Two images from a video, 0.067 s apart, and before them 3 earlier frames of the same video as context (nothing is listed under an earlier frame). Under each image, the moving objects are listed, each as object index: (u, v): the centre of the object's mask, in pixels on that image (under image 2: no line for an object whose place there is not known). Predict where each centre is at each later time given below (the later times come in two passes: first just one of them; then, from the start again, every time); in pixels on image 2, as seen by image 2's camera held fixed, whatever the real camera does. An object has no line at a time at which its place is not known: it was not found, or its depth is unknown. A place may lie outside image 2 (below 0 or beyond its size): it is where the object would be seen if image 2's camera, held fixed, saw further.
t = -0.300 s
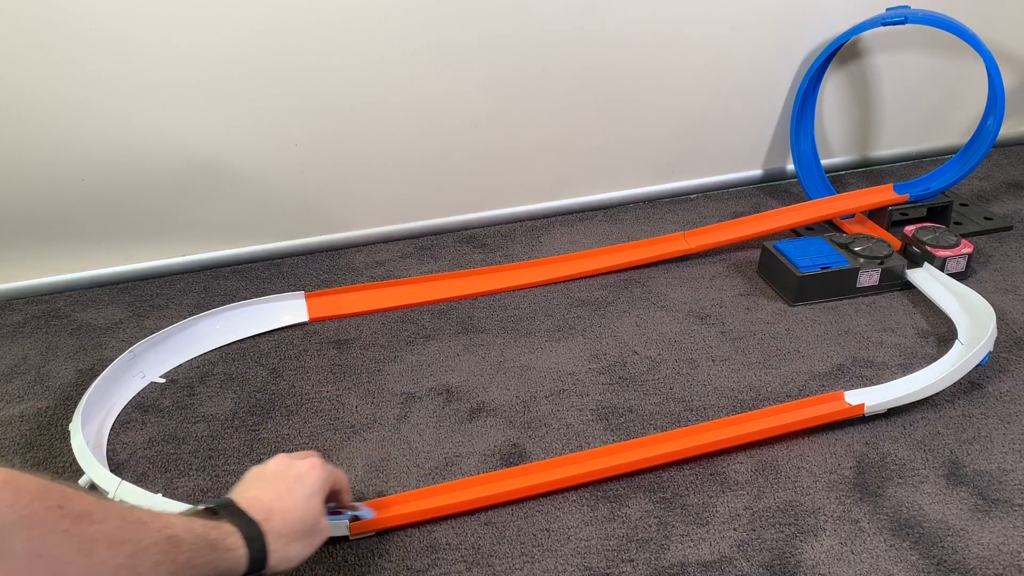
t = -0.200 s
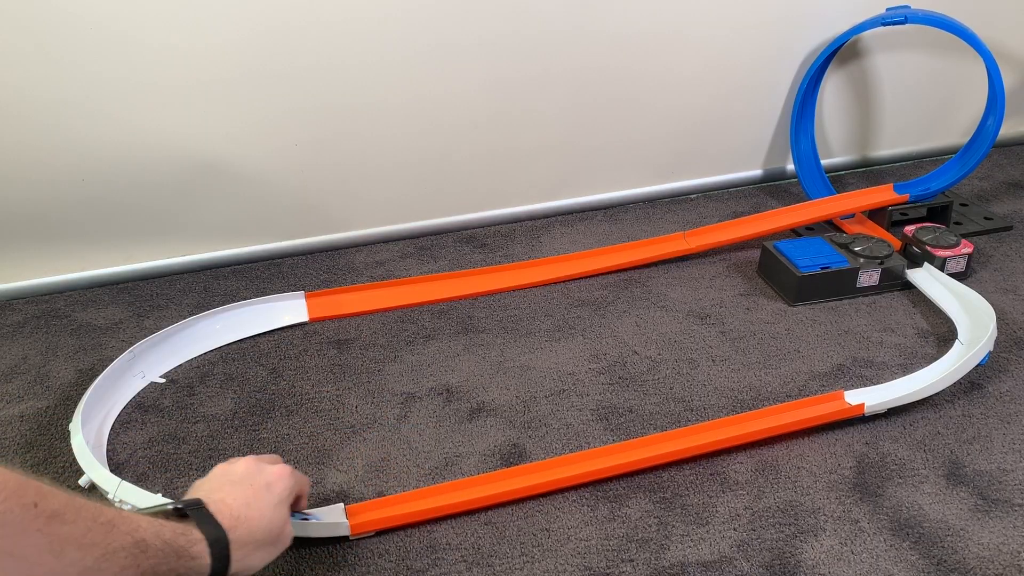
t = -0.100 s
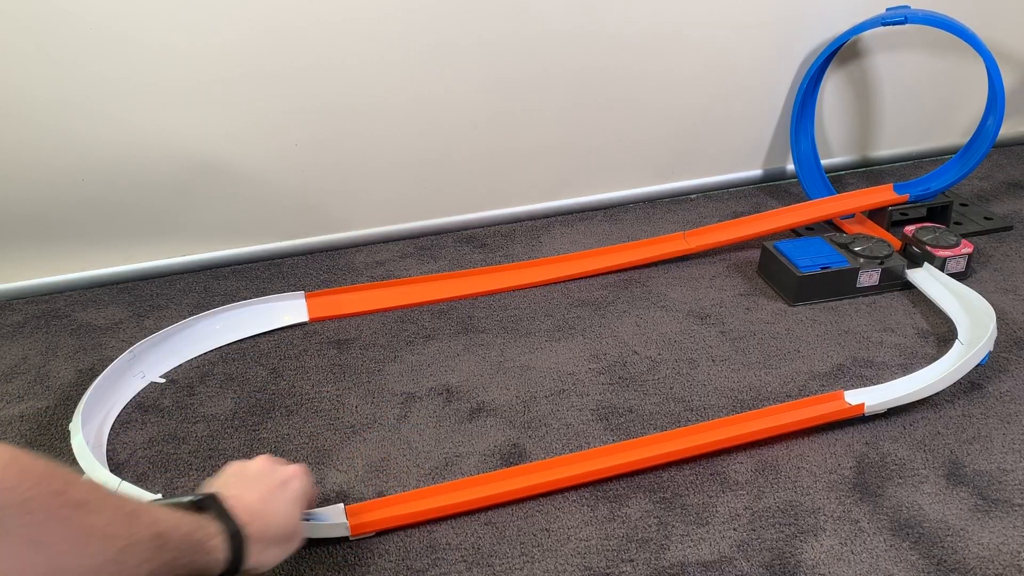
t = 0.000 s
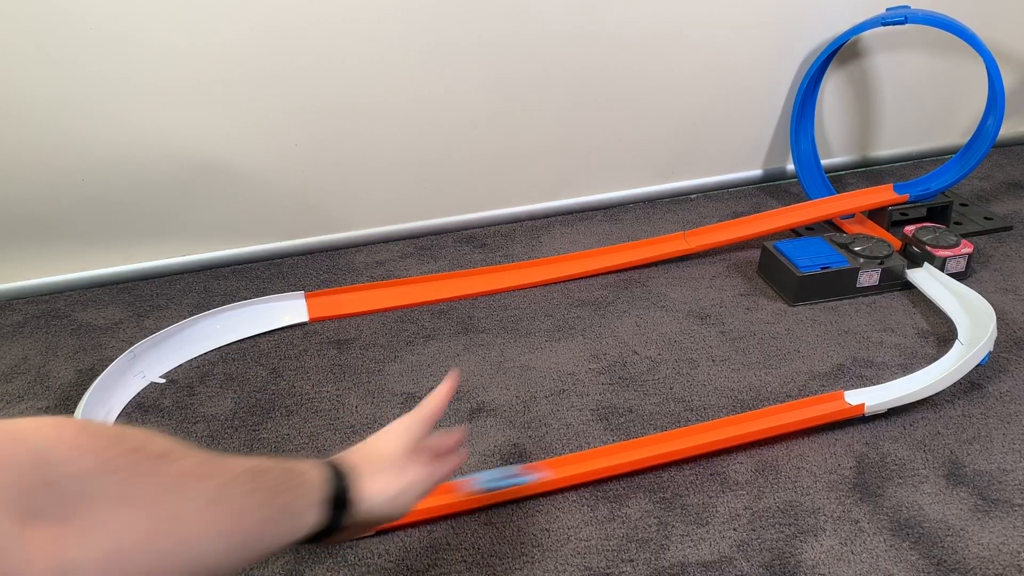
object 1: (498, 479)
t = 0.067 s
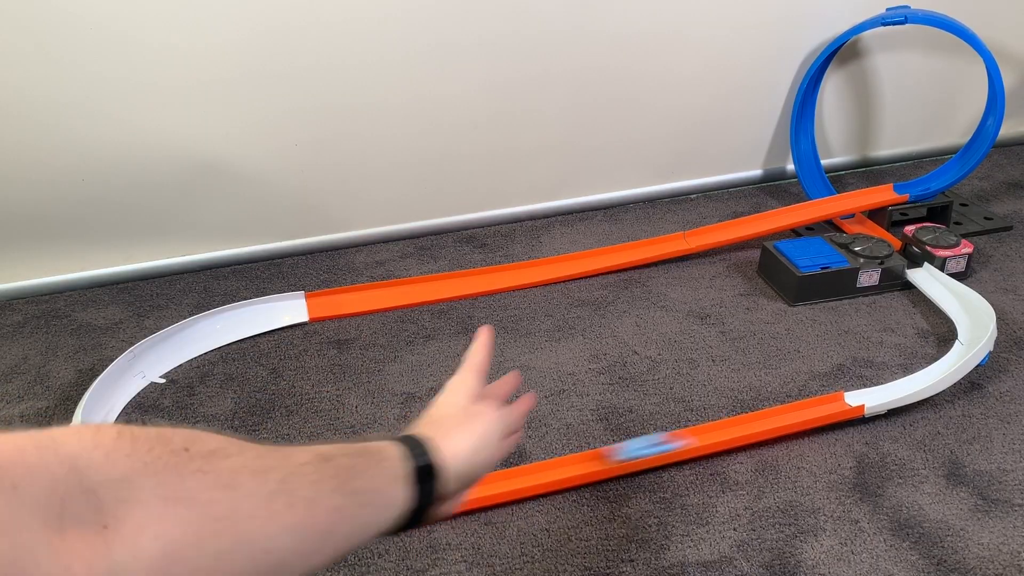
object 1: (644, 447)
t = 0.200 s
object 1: (896, 388)
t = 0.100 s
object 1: (712, 430)
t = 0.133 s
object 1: (780, 415)
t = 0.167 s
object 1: (839, 401)
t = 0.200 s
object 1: (896, 388)
